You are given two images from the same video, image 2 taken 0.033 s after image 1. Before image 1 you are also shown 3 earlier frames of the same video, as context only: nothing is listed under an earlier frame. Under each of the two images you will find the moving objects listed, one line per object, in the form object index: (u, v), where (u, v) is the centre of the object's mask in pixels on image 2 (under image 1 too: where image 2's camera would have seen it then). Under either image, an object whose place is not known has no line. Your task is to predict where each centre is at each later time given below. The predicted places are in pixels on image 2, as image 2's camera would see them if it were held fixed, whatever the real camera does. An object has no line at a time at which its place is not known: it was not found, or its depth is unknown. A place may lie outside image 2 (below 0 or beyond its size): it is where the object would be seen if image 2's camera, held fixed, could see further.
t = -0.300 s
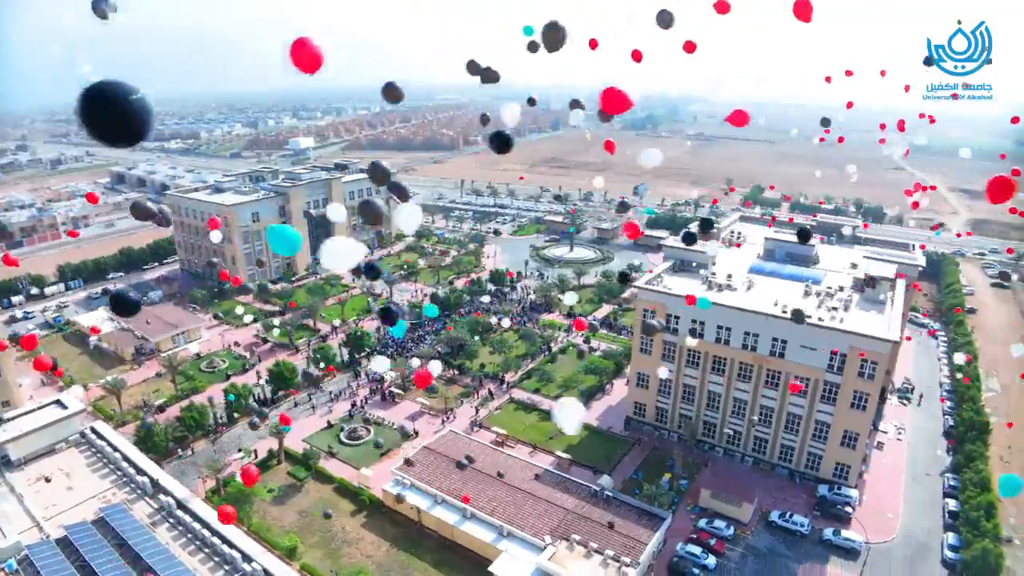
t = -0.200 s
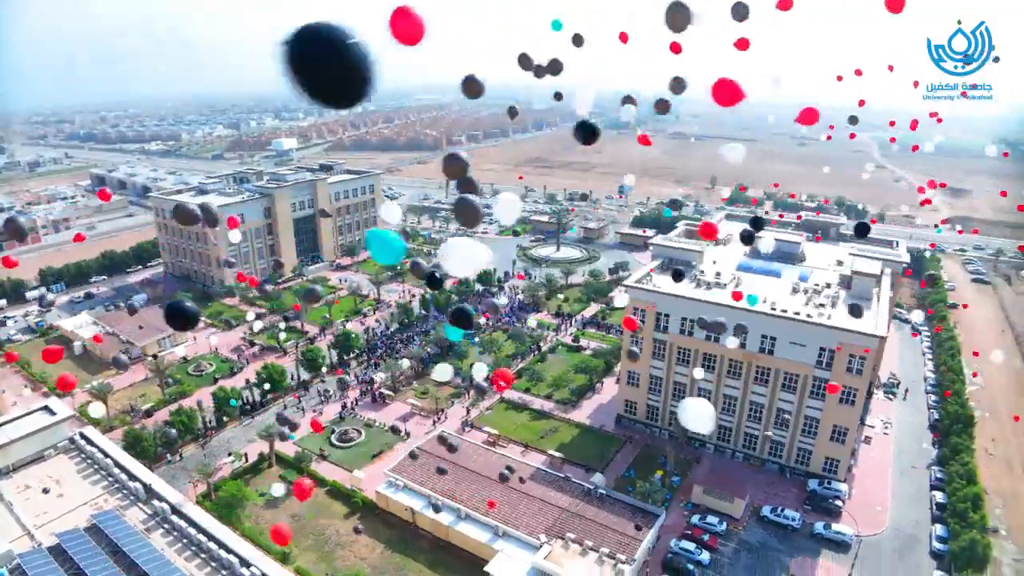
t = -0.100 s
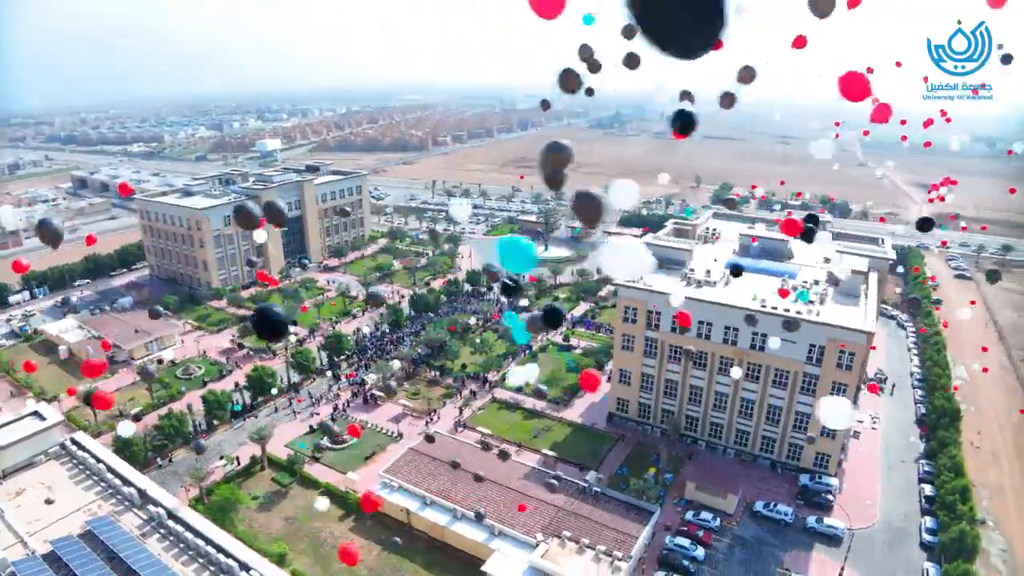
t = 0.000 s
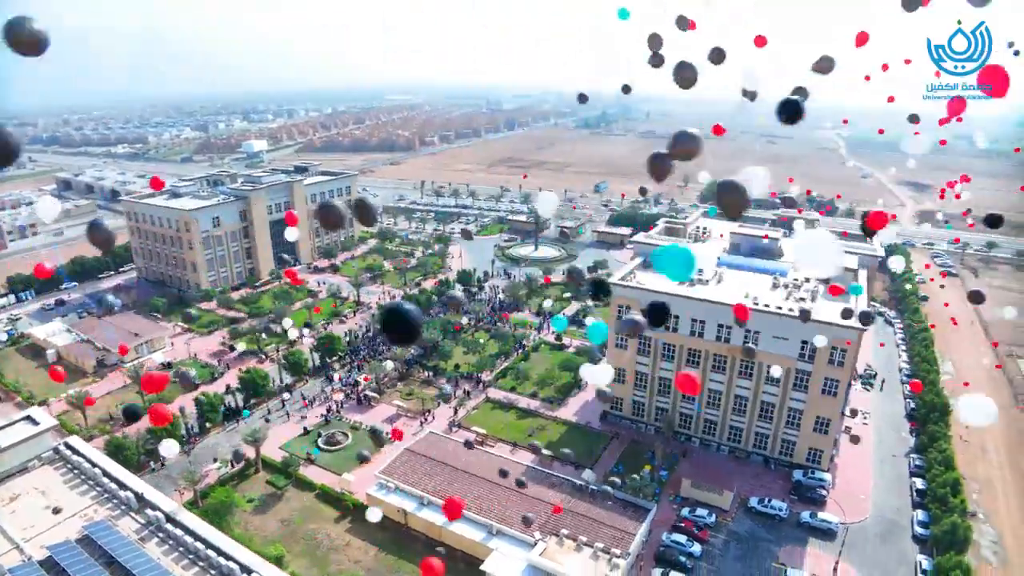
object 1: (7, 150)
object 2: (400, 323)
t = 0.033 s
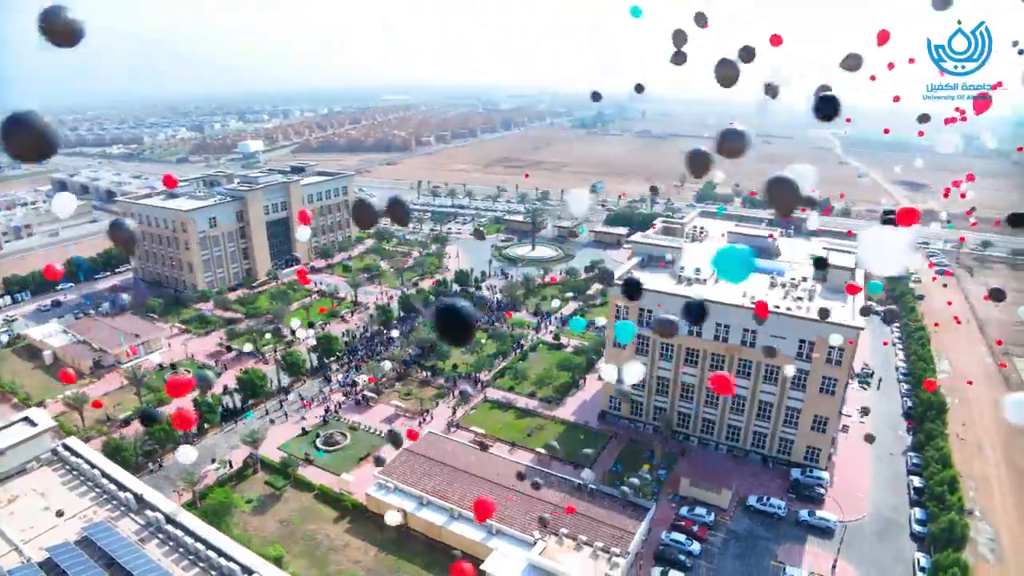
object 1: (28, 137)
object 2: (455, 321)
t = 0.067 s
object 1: (73, 127)
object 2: (515, 319)
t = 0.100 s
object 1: (127, 116)
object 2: (580, 317)
